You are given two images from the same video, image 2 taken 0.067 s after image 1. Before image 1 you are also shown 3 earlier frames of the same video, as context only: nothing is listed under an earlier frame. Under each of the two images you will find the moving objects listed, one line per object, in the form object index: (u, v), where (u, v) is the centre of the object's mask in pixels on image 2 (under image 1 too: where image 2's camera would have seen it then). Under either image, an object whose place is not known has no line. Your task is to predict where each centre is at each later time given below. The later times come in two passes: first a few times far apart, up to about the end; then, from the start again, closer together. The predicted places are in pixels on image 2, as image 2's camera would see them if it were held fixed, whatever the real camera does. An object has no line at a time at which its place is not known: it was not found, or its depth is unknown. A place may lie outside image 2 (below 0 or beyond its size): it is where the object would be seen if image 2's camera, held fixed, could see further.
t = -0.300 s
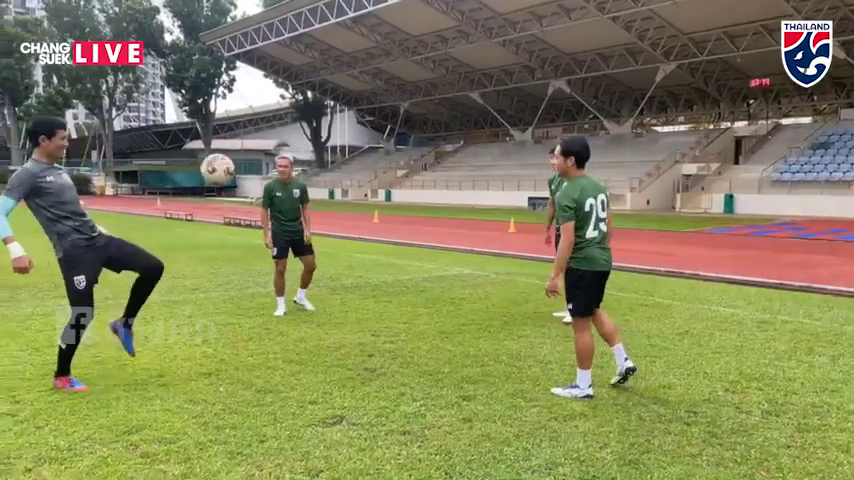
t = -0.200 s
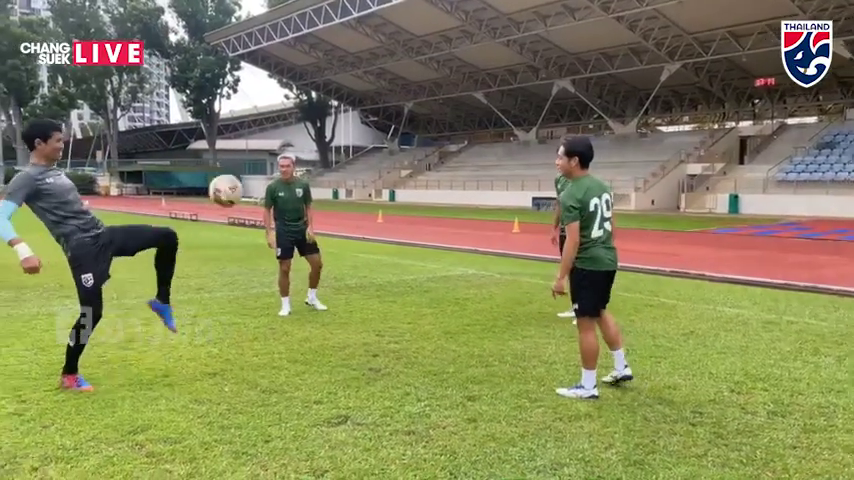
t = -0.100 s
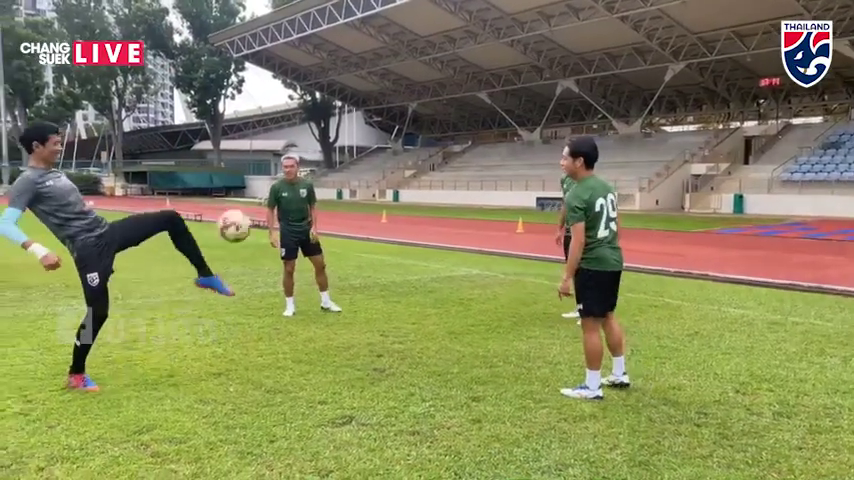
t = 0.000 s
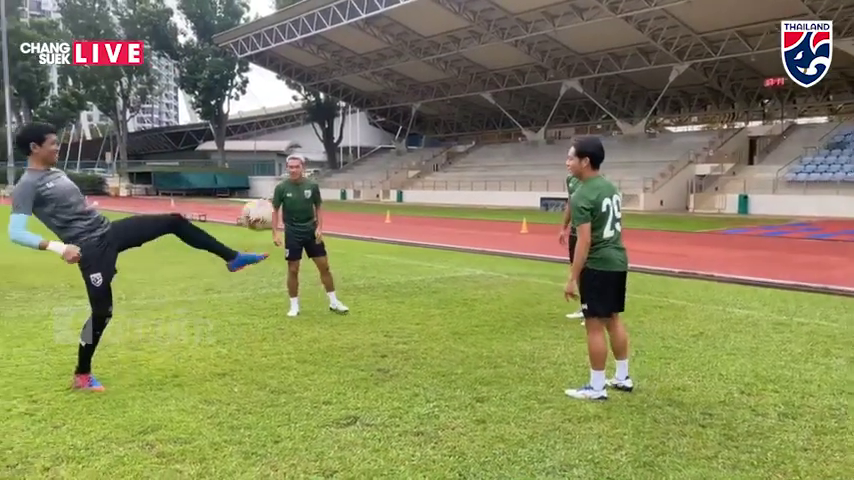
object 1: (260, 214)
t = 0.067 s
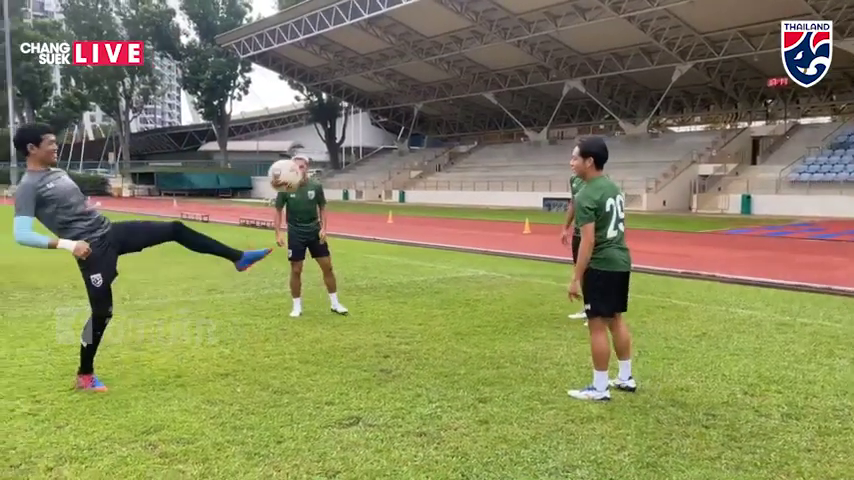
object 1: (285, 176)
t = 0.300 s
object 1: (374, 82)
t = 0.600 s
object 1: (500, 77)
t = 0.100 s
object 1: (296, 157)
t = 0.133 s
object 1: (309, 142)
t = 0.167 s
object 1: (322, 126)
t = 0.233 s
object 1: (347, 100)
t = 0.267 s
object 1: (360, 90)
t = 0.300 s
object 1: (374, 82)
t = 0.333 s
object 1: (387, 74)
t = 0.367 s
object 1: (401, 68)
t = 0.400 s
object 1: (415, 64)
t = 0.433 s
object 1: (429, 62)
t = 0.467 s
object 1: (443, 61)
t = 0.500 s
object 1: (456, 62)
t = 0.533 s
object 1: (471, 65)
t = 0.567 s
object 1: (486, 70)
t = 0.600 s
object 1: (500, 77)
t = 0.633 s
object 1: (514, 85)
